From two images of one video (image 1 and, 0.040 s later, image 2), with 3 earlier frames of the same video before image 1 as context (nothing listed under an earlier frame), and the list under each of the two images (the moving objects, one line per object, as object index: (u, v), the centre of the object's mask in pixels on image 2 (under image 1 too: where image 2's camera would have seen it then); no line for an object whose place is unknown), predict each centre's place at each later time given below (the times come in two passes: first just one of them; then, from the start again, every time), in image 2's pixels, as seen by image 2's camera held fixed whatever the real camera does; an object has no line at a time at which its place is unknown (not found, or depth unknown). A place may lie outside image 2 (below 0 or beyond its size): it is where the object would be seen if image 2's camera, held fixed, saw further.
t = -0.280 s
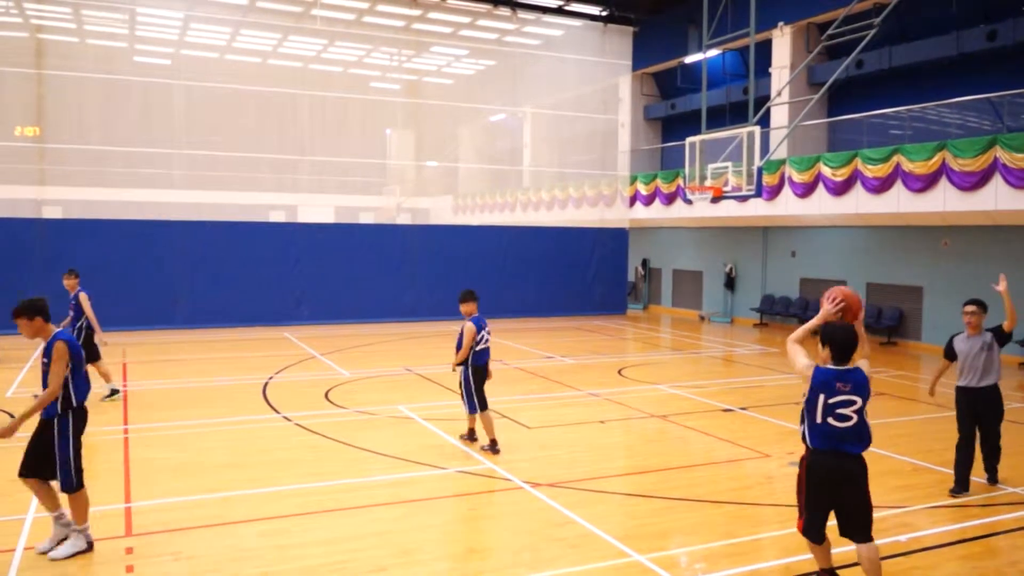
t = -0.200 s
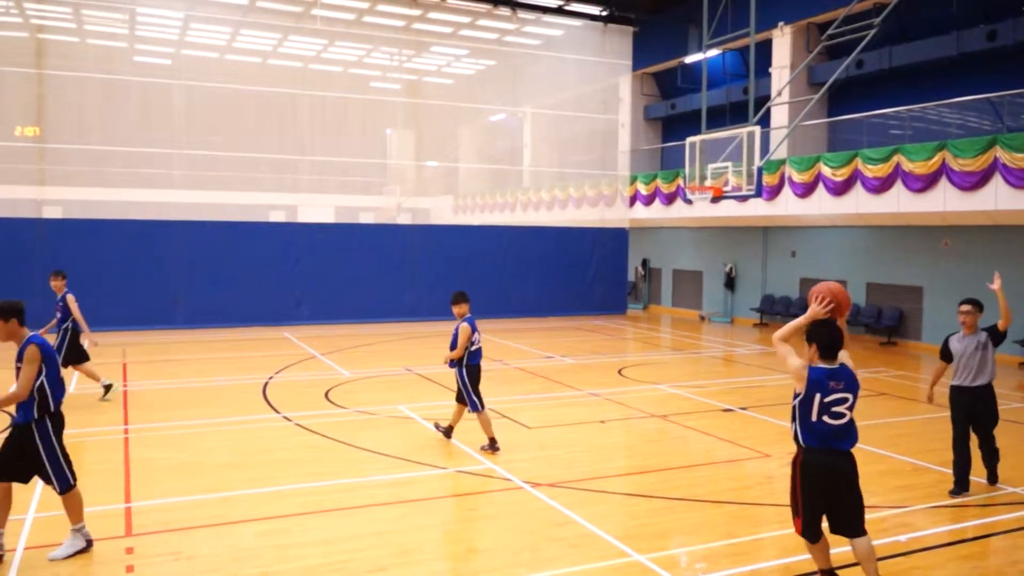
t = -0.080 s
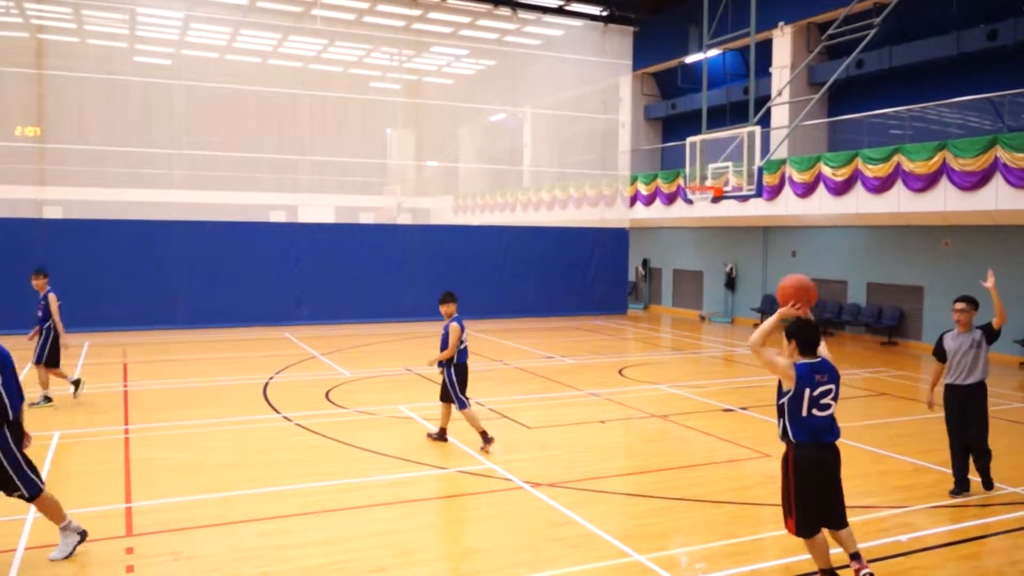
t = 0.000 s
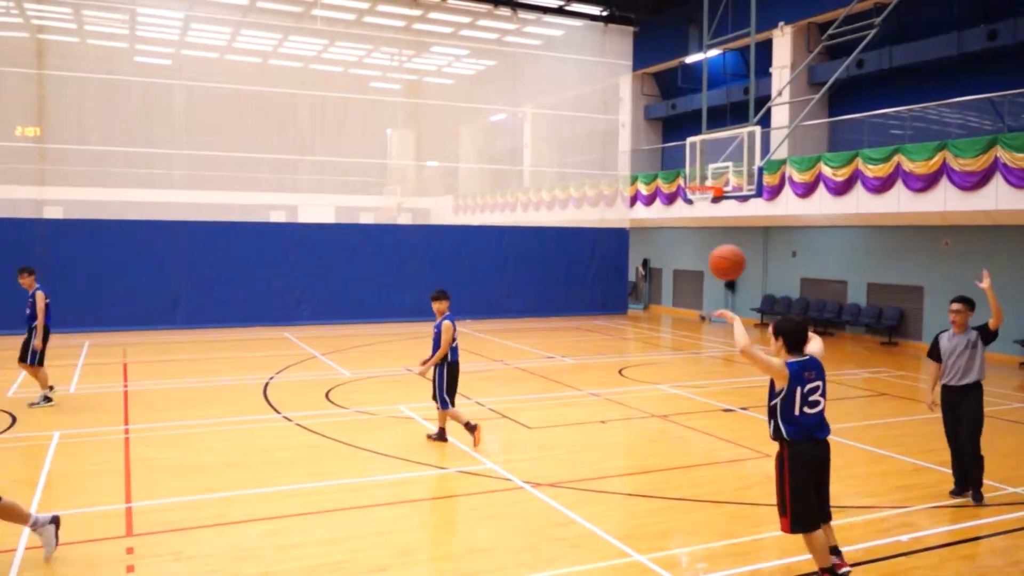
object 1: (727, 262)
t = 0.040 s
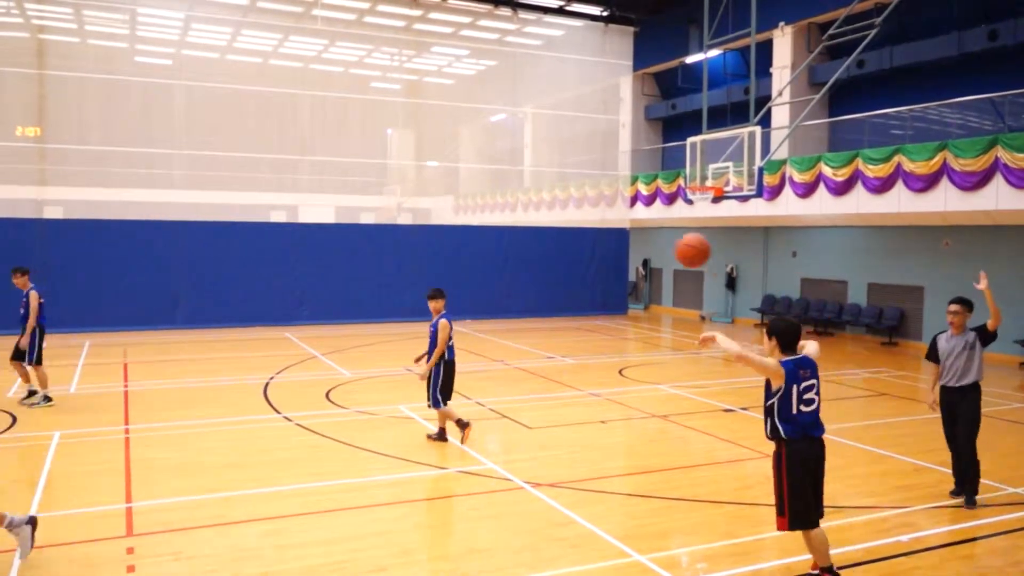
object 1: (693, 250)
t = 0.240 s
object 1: (548, 231)
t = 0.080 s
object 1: (660, 241)
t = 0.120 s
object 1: (630, 236)
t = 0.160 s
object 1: (600, 231)
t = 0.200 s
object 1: (573, 230)
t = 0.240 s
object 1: (548, 231)
